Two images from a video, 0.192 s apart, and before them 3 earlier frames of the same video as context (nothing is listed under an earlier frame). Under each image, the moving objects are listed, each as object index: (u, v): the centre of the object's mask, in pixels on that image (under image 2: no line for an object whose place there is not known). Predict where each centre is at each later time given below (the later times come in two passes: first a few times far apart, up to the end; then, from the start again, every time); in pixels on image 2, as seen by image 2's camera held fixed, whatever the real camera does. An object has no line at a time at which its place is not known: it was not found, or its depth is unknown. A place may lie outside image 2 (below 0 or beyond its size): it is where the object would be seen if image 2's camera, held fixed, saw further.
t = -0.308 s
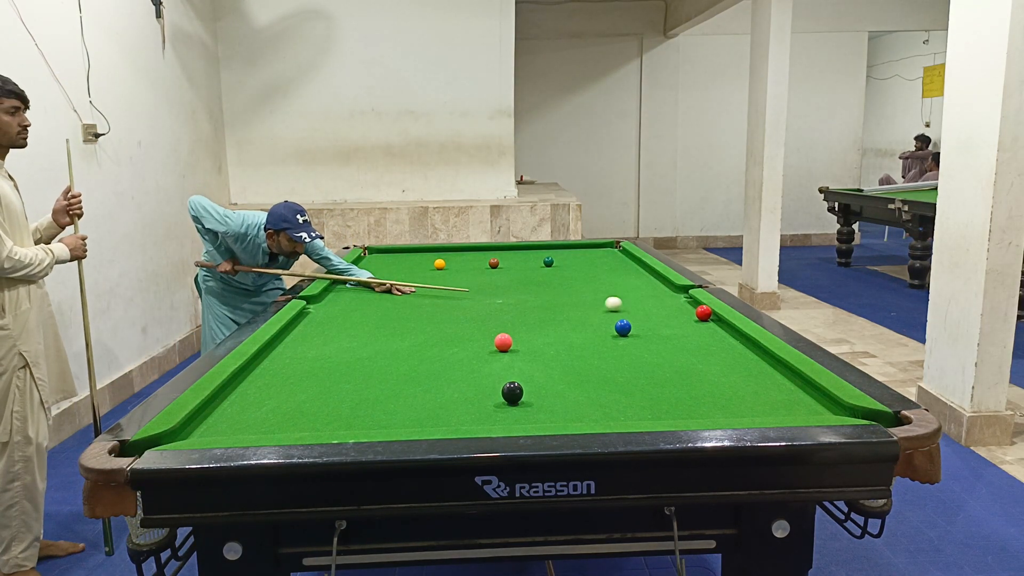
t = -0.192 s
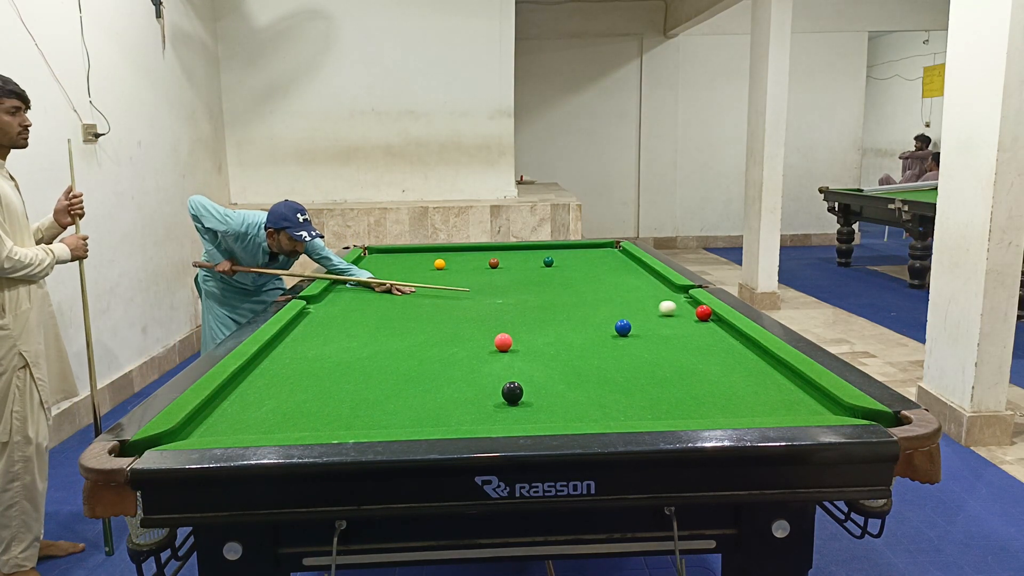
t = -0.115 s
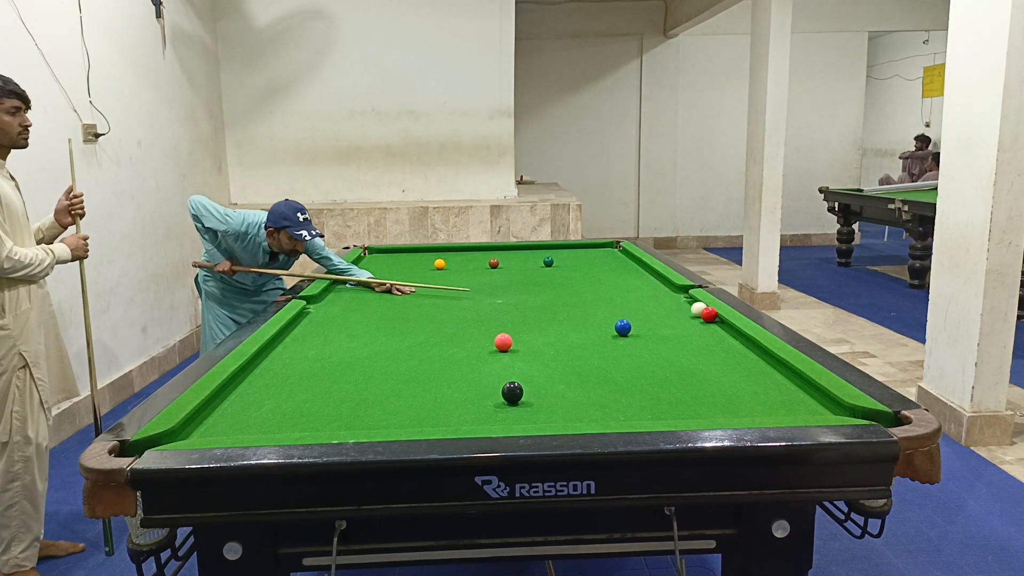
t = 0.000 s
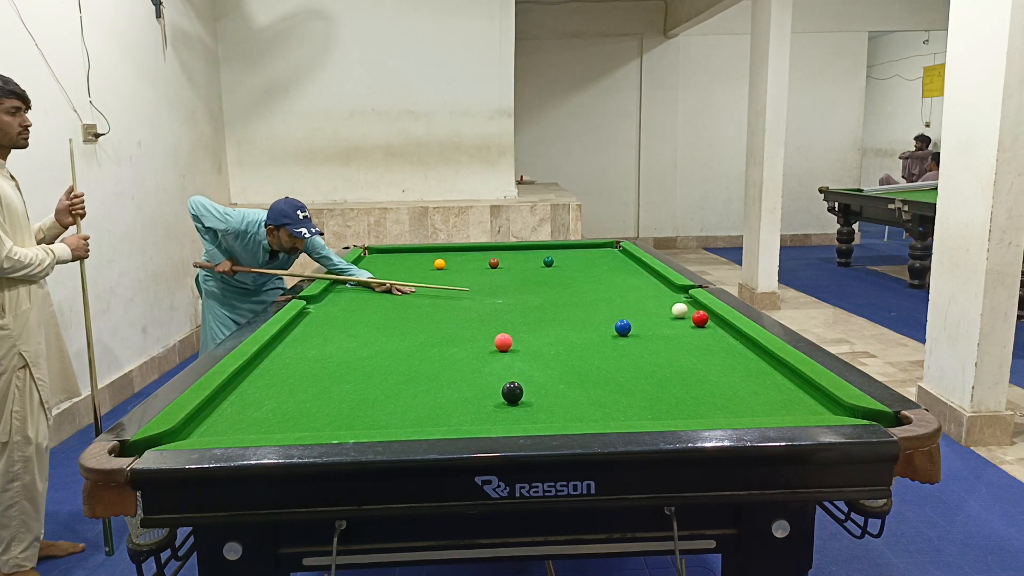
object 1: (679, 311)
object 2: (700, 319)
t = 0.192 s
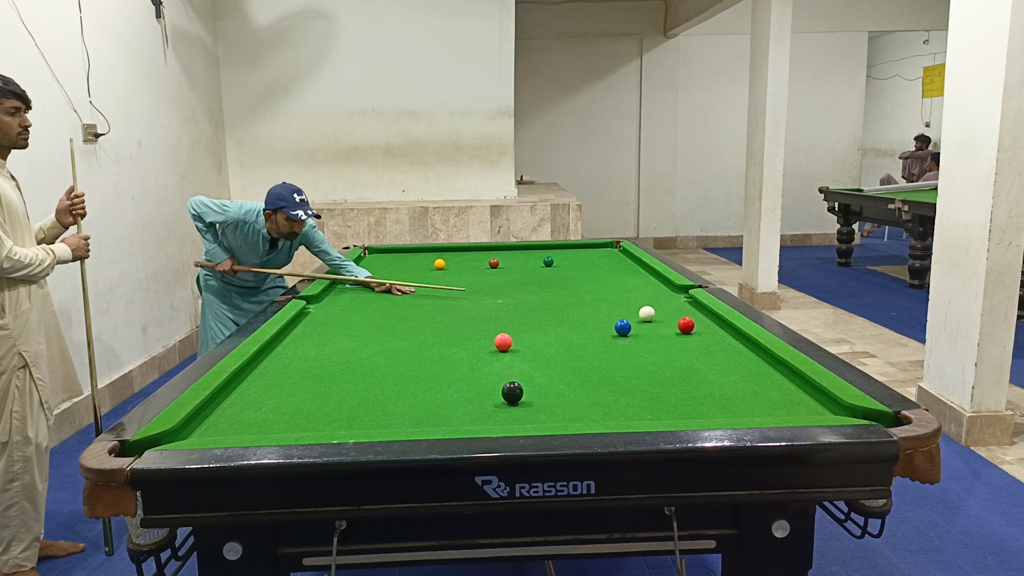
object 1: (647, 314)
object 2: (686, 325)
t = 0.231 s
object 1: (640, 314)
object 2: (683, 326)
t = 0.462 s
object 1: (602, 318)
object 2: (665, 334)
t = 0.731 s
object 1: (558, 323)
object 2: (644, 344)
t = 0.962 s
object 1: (522, 326)
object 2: (626, 352)
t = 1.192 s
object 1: (488, 330)
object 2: (607, 360)
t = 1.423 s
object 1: (454, 333)
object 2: (588, 368)
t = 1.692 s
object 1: (416, 337)
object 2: (567, 377)
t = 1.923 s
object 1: (386, 340)
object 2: (549, 385)
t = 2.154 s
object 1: (357, 343)
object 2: (534, 392)
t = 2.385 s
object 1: (330, 346)
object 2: (533, 396)
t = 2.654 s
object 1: (302, 350)
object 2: (530, 400)
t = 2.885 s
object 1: (279, 352)
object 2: (529, 403)
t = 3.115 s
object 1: (269, 354)
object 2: (526, 405)
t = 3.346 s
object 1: (281, 354)
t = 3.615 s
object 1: (290, 355)
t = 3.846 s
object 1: (296, 355)
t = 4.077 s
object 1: (299, 356)
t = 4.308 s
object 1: (300, 356)
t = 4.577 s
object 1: (300, 356)
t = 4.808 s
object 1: (300, 356)
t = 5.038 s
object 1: (300, 356)
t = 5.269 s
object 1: (300, 356)
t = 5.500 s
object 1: (300, 356)
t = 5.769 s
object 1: (300, 356)
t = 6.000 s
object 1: (300, 356)
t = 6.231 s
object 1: (300, 356)
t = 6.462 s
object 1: (300, 356)
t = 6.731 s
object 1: (300, 356)
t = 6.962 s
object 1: (300, 356)
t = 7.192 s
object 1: (300, 356)
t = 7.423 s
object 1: (300, 356)
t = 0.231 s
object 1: (640, 314)
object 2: (683, 326)
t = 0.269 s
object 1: (634, 315)
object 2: (680, 328)
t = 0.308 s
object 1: (628, 315)
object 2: (677, 329)
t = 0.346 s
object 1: (620, 315)
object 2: (674, 331)
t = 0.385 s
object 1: (614, 316)
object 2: (671, 332)
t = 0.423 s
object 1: (608, 318)
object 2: (668, 333)
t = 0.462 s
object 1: (602, 318)
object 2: (665, 334)
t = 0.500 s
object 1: (595, 319)
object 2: (662, 336)
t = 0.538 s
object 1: (589, 319)
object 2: (659, 337)
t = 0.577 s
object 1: (583, 320)
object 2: (656, 339)
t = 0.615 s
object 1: (577, 321)
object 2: (653, 340)
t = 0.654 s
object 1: (571, 321)
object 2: (650, 341)
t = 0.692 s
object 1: (565, 322)
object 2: (647, 343)
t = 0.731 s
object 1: (558, 323)
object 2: (644, 344)
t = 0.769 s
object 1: (552, 323)
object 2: (641, 345)
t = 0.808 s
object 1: (546, 324)
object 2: (638, 347)
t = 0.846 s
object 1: (540, 324)
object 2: (635, 348)
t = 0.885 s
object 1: (534, 325)
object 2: (632, 349)
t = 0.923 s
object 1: (528, 326)
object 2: (629, 351)
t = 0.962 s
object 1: (522, 326)
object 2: (626, 352)
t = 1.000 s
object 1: (516, 327)
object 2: (623, 354)
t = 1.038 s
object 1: (511, 327)
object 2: (619, 355)
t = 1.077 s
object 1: (505, 327)
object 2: (616, 356)
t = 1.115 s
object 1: (499, 327)
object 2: (613, 358)
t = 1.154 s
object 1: (493, 329)
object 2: (610, 359)
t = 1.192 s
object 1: (488, 330)
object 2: (607, 360)
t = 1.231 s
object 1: (482, 330)
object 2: (604, 361)
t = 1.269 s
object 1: (476, 331)
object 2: (601, 363)
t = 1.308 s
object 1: (470, 331)
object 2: (598, 364)
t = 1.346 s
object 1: (465, 332)
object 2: (595, 365)
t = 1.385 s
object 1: (459, 333)
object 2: (591, 367)
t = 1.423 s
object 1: (454, 333)
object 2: (588, 368)
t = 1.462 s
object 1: (448, 334)
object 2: (585, 369)
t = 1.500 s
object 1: (443, 334)
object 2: (582, 371)
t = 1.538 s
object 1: (437, 335)
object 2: (579, 372)
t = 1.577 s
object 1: (432, 336)
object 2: (576, 373)
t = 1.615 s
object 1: (427, 336)
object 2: (573, 375)
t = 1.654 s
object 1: (422, 337)
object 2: (570, 376)
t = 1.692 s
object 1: (416, 337)
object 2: (567, 377)
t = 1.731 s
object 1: (411, 338)
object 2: (564, 379)
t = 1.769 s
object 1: (406, 338)
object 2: (561, 380)
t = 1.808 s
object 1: (401, 339)
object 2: (558, 381)
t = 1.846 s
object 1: (396, 339)
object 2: (555, 382)
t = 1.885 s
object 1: (391, 340)
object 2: (552, 383)
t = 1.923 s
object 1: (386, 340)
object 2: (549, 385)
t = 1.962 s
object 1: (381, 341)
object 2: (546, 386)
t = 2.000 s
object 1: (376, 341)
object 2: (543, 387)
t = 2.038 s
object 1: (372, 342)
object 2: (540, 388)
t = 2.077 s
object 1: (367, 342)
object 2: (537, 389)
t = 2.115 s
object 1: (362, 343)
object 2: (534, 391)
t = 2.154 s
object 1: (357, 343)
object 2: (534, 392)
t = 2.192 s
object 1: (353, 344)
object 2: (534, 392)
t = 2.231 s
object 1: (348, 344)
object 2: (534, 393)
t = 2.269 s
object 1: (344, 345)
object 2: (533, 394)
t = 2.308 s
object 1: (339, 345)
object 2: (533, 395)
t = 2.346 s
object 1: (335, 346)
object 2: (533, 395)
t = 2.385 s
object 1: (330, 346)
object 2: (533, 396)
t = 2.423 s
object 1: (326, 347)
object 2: (533, 397)
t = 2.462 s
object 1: (322, 347)
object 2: (532, 397)
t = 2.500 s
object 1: (318, 348)
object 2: (532, 398)
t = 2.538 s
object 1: (314, 348)
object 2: (532, 399)
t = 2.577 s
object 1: (310, 349)
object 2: (531, 399)
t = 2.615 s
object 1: (306, 349)
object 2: (531, 400)
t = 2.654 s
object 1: (302, 350)
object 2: (530, 400)
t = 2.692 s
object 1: (298, 350)
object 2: (530, 401)
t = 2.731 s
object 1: (294, 350)
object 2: (530, 401)
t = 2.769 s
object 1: (290, 351)
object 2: (529, 402)
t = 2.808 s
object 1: (286, 351)
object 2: (529, 402)
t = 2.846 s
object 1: (283, 352)
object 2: (529, 403)
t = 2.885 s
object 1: (279, 352)
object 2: (529, 403)
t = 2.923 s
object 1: (276, 352)
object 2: (529, 403)
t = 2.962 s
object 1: (272, 353)
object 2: (528, 404)
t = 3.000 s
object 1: (269, 353)
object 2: (528, 404)
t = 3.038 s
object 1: (266, 353)
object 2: (527, 404)
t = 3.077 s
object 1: (267, 354)
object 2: (527, 404)
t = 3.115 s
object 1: (269, 354)
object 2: (526, 405)
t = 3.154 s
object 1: (271, 354)
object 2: (526, 405)
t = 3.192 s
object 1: (273, 354)
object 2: (526, 405)
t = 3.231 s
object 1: (275, 354)
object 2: (525, 405)
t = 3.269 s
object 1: (277, 354)
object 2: (525, 405)
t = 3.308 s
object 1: (279, 354)
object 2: (525, 405)
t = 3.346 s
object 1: (281, 354)
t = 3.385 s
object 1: (282, 354)
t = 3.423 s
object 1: (284, 354)
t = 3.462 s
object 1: (285, 354)
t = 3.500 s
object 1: (287, 354)
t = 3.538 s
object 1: (288, 355)
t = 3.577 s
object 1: (289, 355)
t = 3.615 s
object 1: (290, 355)
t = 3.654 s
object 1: (291, 355)
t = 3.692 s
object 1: (293, 355)
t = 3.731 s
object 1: (294, 355)
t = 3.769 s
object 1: (295, 355)
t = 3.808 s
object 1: (295, 355)
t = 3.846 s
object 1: (296, 355)
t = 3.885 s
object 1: (297, 355)
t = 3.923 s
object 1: (297, 355)
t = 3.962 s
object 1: (298, 355)
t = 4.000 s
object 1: (298, 355)
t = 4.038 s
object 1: (299, 356)
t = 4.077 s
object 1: (299, 356)
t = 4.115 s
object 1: (300, 356)
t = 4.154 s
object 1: (300, 356)
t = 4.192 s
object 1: (300, 356)
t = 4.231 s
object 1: (300, 356)
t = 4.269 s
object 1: (300, 356)
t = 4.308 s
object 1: (300, 356)
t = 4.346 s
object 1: (300, 356)
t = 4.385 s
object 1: (300, 356)
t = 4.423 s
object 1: (300, 356)
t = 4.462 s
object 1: (300, 356)
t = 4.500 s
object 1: (300, 356)
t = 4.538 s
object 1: (300, 355)
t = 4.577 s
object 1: (300, 356)
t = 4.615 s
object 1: (300, 356)
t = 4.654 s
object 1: (300, 356)
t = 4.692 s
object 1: (300, 356)
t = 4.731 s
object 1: (300, 356)
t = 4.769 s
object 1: (300, 355)
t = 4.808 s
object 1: (300, 356)
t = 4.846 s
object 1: (300, 356)
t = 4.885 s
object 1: (300, 356)
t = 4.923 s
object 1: (300, 356)
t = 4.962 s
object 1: (300, 356)
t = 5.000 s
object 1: (300, 356)
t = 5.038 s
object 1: (300, 356)
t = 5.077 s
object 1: (300, 356)
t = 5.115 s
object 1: (300, 356)
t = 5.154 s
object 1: (300, 356)
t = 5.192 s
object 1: (300, 356)
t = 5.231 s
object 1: (300, 356)
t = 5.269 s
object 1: (300, 356)
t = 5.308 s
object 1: (300, 356)
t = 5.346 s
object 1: (300, 356)
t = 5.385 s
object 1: (300, 356)
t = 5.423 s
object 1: (300, 356)
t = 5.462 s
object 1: (300, 356)
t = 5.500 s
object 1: (300, 356)
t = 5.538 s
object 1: (300, 356)
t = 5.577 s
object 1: (300, 356)
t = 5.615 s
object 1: (300, 356)
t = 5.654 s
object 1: (300, 356)
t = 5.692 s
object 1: (300, 356)
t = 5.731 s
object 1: (300, 356)
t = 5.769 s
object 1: (300, 356)
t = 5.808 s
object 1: (300, 356)
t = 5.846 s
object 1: (300, 356)
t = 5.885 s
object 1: (300, 356)
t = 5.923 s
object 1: (300, 356)
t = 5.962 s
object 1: (300, 356)
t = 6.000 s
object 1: (300, 356)
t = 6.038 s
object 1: (300, 356)
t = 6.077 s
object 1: (300, 356)
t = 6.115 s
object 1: (300, 356)
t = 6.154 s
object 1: (300, 356)
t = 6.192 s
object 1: (300, 356)
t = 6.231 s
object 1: (300, 356)
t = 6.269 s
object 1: (300, 356)
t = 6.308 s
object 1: (300, 356)
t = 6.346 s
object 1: (300, 356)
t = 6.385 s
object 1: (300, 356)
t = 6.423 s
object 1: (300, 356)
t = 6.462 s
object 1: (300, 356)
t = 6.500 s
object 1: (300, 356)
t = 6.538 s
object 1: (300, 356)
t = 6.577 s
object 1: (300, 356)
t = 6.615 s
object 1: (300, 356)
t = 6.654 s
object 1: (300, 356)
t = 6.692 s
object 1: (300, 356)
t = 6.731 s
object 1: (300, 356)
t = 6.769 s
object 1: (300, 356)
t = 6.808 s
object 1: (300, 356)
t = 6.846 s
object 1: (300, 356)
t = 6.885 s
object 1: (300, 356)
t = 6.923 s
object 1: (300, 356)
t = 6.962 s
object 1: (300, 356)
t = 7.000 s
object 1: (300, 356)
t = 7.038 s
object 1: (300, 356)
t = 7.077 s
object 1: (300, 356)
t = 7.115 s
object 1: (300, 356)
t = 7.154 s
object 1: (300, 356)
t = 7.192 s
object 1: (300, 356)
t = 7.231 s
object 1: (300, 356)
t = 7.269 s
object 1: (300, 356)
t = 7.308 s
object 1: (300, 356)
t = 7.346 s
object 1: (300, 356)
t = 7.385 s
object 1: (300, 356)
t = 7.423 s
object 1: (300, 356)
